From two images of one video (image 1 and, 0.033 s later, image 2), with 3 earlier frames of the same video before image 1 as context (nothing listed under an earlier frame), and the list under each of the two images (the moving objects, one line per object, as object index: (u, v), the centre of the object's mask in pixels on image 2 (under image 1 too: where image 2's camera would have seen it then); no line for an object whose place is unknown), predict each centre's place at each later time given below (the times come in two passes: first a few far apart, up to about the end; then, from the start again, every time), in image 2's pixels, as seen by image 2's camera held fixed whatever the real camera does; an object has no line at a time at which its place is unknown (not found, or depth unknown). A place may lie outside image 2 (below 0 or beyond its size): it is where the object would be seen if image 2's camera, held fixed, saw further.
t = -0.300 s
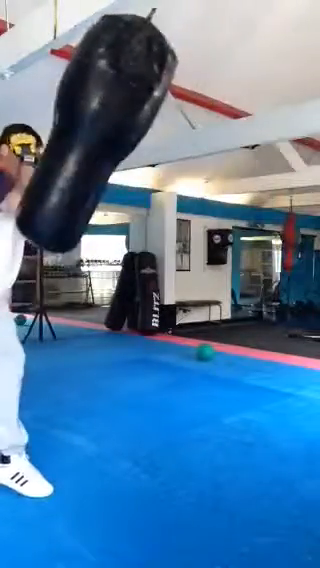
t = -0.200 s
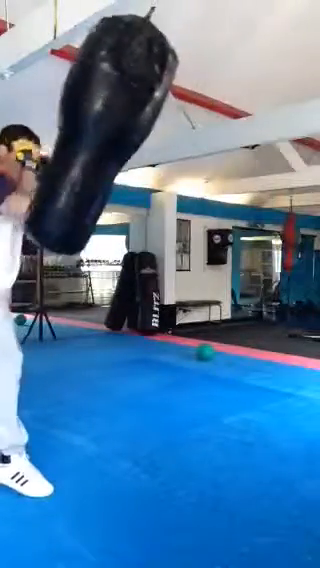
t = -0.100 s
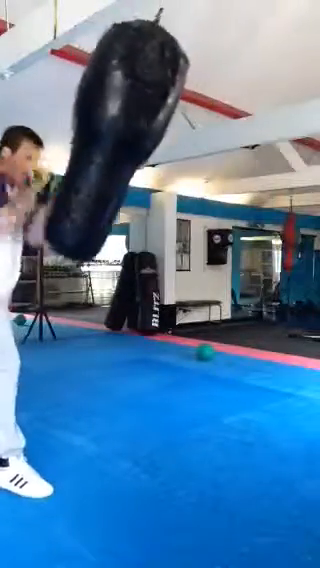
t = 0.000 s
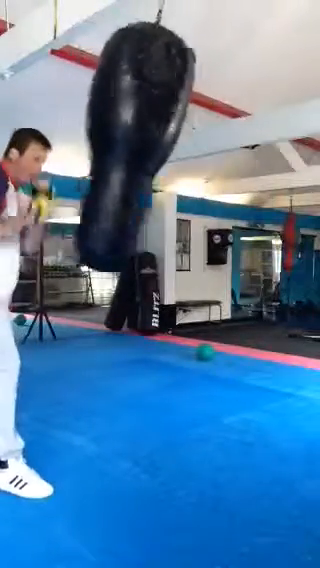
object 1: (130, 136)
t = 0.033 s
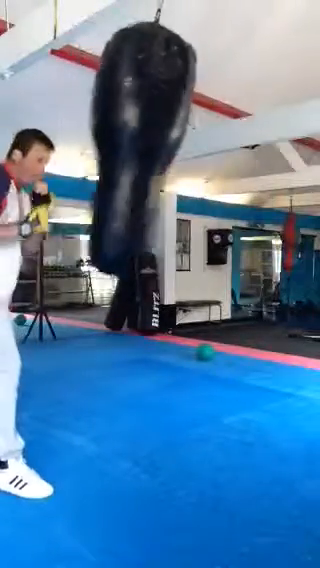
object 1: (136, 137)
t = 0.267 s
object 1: (188, 139)
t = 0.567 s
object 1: (233, 119)
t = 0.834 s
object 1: (212, 127)
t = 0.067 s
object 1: (142, 140)
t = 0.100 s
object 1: (150, 140)
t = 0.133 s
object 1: (158, 142)
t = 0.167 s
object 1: (166, 142)
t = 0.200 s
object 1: (175, 142)
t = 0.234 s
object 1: (181, 141)
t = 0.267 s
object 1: (188, 139)
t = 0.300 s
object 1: (195, 137)
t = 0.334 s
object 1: (203, 136)
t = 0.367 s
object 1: (209, 133)
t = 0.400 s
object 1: (215, 130)
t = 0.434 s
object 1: (221, 128)
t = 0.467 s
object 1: (226, 125)
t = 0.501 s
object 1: (230, 124)
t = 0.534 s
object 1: (232, 121)
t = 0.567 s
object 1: (233, 119)
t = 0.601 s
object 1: (233, 118)
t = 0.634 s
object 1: (233, 118)
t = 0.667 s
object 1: (232, 118)
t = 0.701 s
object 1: (230, 119)
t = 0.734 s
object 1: (228, 122)
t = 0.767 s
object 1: (225, 125)
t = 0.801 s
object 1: (220, 126)
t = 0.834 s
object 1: (212, 127)
